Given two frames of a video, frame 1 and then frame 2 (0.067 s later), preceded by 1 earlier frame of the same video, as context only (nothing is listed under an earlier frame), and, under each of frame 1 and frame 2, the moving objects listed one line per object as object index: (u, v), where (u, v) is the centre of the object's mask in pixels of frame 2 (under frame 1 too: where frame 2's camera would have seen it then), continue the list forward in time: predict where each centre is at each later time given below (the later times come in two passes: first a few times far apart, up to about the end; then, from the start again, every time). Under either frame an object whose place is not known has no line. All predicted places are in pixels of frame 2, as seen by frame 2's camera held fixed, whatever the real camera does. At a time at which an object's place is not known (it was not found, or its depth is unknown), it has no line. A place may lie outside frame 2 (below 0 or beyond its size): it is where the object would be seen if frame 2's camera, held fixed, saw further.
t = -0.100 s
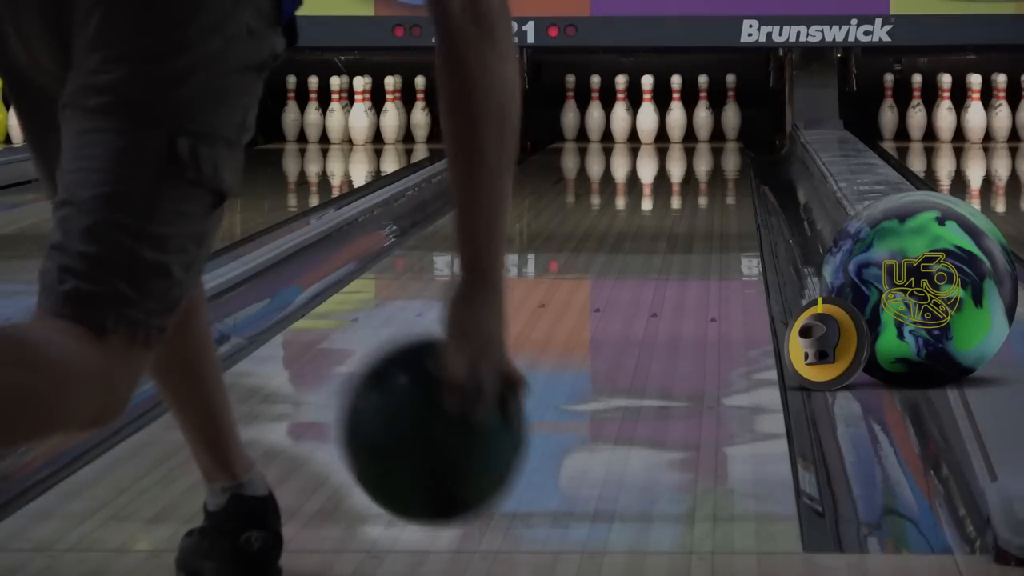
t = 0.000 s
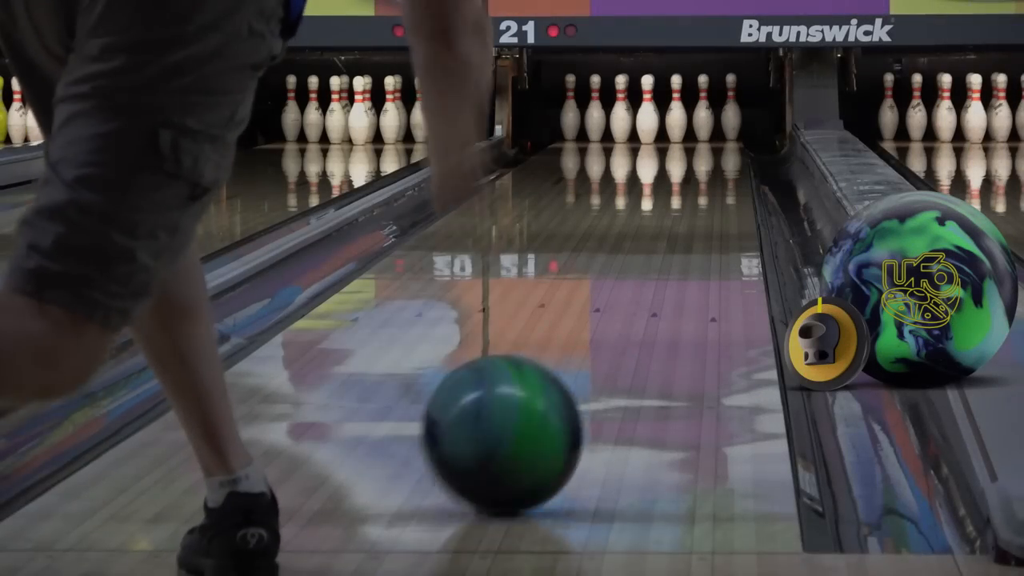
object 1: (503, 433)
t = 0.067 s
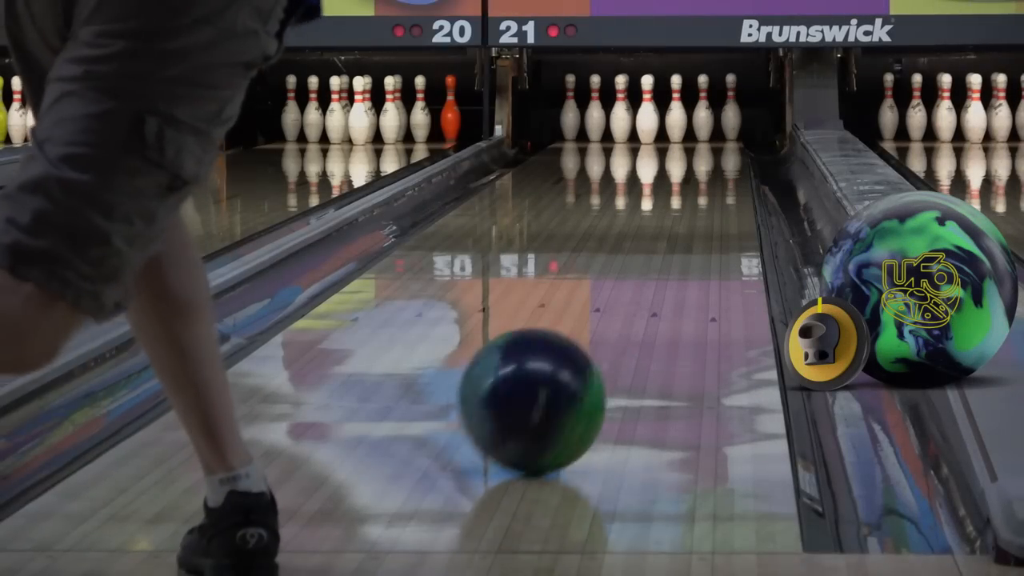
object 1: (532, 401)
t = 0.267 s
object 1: (596, 328)
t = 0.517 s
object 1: (644, 264)
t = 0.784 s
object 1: (676, 220)
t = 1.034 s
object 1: (693, 192)
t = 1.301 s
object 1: (703, 171)
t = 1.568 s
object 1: (706, 154)
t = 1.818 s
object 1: (699, 142)
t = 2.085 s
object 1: (676, 133)
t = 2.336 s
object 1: (651, 126)
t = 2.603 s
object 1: (646, 123)
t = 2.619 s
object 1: (649, 123)
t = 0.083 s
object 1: (539, 393)
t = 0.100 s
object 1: (545, 386)
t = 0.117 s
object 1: (551, 380)
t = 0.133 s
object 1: (557, 373)
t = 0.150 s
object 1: (563, 367)
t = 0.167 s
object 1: (568, 361)
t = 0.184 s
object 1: (573, 355)
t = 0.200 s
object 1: (578, 350)
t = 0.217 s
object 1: (583, 344)
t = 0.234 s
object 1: (587, 338)
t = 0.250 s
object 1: (592, 333)
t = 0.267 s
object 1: (596, 328)
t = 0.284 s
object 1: (600, 323)
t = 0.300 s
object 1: (604, 318)
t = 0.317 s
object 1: (608, 313)
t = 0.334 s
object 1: (611, 308)
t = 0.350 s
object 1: (615, 303)
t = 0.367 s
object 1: (618, 299)
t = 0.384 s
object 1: (622, 295)
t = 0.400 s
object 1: (625, 290)
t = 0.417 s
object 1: (628, 286)
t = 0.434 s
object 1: (631, 282)
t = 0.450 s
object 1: (634, 279)
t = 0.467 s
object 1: (637, 275)
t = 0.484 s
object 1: (639, 271)
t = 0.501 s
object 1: (642, 268)
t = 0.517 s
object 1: (644, 264)
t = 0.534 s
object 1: (647, 261)
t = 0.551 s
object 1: (649, 258)
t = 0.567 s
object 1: (652, 255)
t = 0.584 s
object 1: (653, 252)
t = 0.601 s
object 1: (656, 249)
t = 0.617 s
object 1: (658, 246)
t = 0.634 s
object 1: (660, 243)
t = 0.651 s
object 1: (662, 241)
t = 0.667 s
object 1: (663, 238)
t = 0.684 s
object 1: (665, 235)
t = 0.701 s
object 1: (667, 232)
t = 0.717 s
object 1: (669, 230)
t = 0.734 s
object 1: (671, 228)
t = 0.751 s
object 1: (673, 225)
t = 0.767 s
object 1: (674, 223)
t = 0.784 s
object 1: (676, 220)
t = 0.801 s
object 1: (677, 218)
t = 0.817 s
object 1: (679, 216)
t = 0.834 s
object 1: (680, 214)
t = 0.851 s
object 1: (681, 212)
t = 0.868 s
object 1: (682, 210)
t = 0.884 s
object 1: (683, 208)
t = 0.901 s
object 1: (685, 206)
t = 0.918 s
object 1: (686, 204)
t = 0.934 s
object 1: (687, 202)
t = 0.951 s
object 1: (688, 200)
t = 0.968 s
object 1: (689, 198)
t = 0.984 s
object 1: (690, 197)
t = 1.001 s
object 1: (691, 195)
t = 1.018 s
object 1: (692, 193)
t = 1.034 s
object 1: (693, 192)
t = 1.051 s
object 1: (694, 191)
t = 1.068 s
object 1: (695, 189)
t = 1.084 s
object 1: (696, 187)
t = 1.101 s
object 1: (697, 186)
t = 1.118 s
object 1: (697, 184)
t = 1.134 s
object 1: (698, 183)
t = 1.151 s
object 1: (698, 182)
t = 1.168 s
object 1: (699, 180)
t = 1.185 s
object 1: (699, 179)
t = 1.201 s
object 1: (700, 178)
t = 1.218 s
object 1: (701, 177)
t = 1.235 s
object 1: (701, 176)
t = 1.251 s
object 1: (702, 174)
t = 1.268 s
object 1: (702, 173)
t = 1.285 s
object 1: (703, 171)
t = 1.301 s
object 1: (703, 171)
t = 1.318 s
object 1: (703, 170)
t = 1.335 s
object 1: (704, 168)
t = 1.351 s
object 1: (704, 167)
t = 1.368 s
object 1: (704, 166)
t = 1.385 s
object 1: (704, 165)
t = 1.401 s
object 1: (705, 165)
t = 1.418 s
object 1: (705, 163)
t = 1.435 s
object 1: (706, 162)
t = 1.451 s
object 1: (706, 161)
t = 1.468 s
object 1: (706, 160)
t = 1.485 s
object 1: (706, 159)
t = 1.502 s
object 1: (706, 158)
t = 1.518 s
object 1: (706, 157)
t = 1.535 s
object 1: (706, 156)
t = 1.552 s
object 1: (706, 155)
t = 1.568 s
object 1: (706, 154)
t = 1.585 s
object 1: (706, 153)
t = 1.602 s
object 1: (706, 152)
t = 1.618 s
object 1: (706, 151)
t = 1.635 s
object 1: (706, 151)
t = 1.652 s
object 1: (705, 150)
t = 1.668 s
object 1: (705, 149)
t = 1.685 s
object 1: (705, 148)
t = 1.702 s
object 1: (704, 147)
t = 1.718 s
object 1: (704, 147)
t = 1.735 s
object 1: (703, 146)
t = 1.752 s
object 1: (702, 145)
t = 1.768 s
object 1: (702, 144)
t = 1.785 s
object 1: (701, 144)
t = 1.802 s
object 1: (700, 143)
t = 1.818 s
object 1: (699, 142)
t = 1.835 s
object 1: (698, 142)
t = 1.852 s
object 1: (697, 141)
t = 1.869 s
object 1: (696, 140)
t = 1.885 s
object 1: (695, 140)
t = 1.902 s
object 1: (694, 139)
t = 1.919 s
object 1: (692, 138)
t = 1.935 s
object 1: (691, 138)
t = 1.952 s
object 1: (689, 137)
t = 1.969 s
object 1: (688, 137)
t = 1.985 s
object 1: (686, 136)
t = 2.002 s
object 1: (685, 136)
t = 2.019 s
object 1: (683, 135)
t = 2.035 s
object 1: (681, 134)
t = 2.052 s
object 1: (679, 134)
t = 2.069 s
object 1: (678, 133)
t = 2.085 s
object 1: (676, 133)
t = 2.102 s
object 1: (674, 132)
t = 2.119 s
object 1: (672, 132)
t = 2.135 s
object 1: (670, 131)
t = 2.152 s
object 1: (668, 131)
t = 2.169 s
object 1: (667, 130)
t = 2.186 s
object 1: (666, 130)
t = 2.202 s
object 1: (664, 129)
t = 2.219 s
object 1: (662, 129)
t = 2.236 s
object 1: (660, 128)
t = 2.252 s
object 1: (658, 128)
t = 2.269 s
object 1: (657, 127)
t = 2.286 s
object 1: (655, 127)
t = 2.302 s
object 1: (654, 127)
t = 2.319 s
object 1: (652, 126)
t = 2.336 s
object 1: (651, 126)
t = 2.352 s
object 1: (649, 125)
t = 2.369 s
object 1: (647, 125)
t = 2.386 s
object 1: (646, 124)
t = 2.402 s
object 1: (645, 124)
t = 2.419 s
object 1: (644, 124)
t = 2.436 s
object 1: (644, 123)
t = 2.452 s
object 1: (643, 123)
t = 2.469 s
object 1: (644, 123)
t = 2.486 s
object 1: (645, 123)
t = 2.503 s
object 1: (646, 123)
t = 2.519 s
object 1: (646, 122)
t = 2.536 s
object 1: (646, 122)
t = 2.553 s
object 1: (647, 122)
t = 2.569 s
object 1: (647, 121)
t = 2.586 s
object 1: (649, 122)
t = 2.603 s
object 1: (646, 123)
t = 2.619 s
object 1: (649, 123)
